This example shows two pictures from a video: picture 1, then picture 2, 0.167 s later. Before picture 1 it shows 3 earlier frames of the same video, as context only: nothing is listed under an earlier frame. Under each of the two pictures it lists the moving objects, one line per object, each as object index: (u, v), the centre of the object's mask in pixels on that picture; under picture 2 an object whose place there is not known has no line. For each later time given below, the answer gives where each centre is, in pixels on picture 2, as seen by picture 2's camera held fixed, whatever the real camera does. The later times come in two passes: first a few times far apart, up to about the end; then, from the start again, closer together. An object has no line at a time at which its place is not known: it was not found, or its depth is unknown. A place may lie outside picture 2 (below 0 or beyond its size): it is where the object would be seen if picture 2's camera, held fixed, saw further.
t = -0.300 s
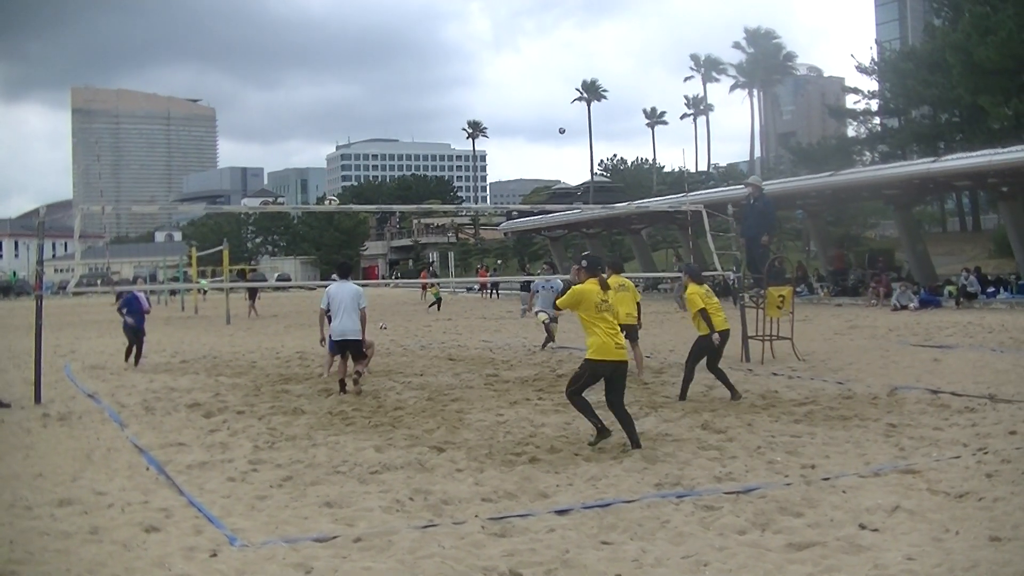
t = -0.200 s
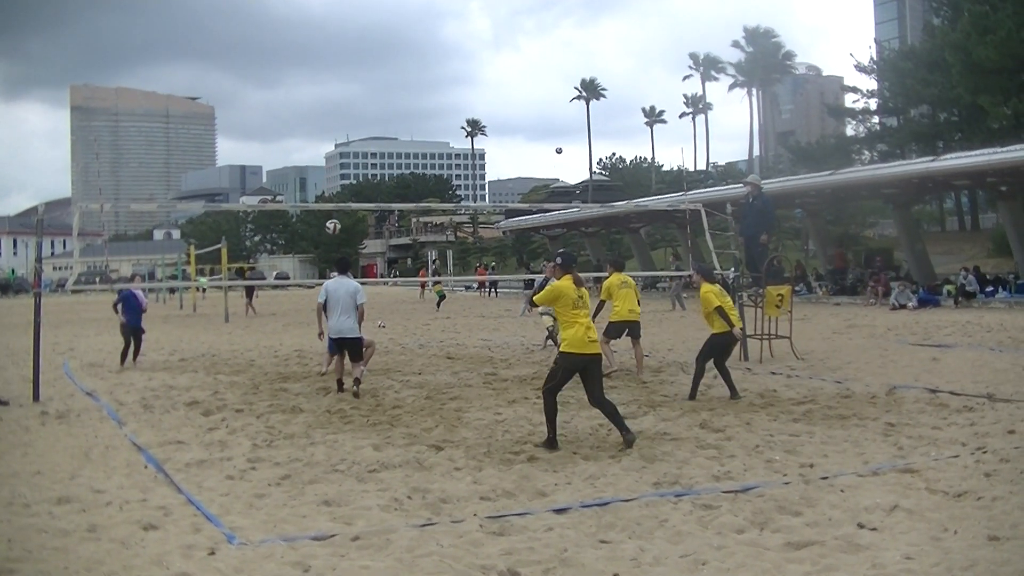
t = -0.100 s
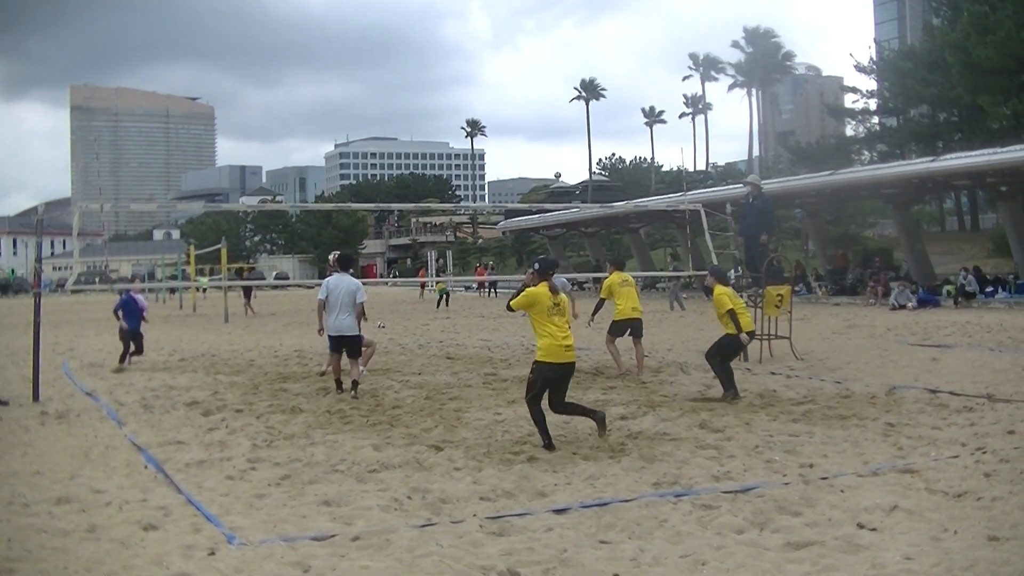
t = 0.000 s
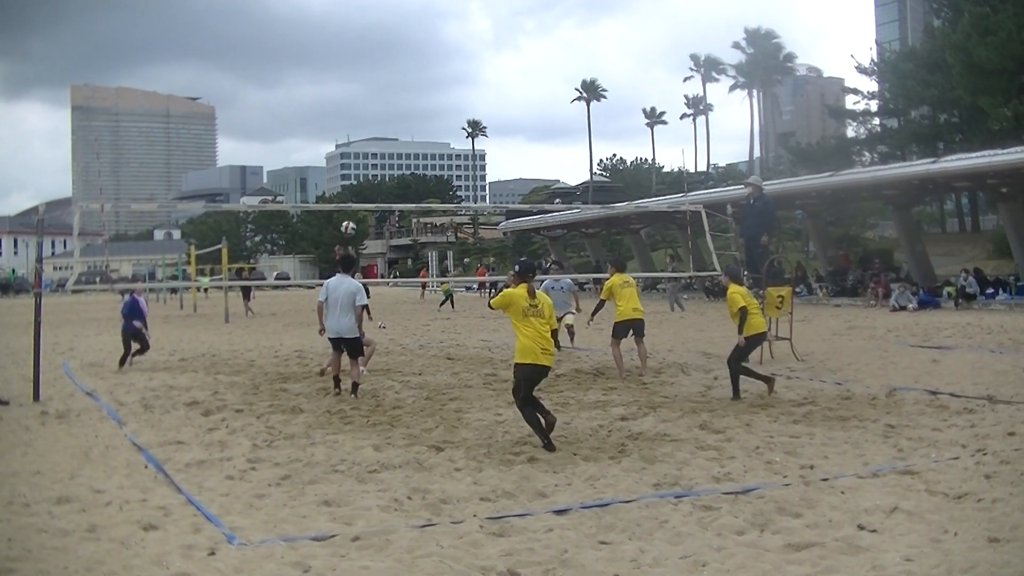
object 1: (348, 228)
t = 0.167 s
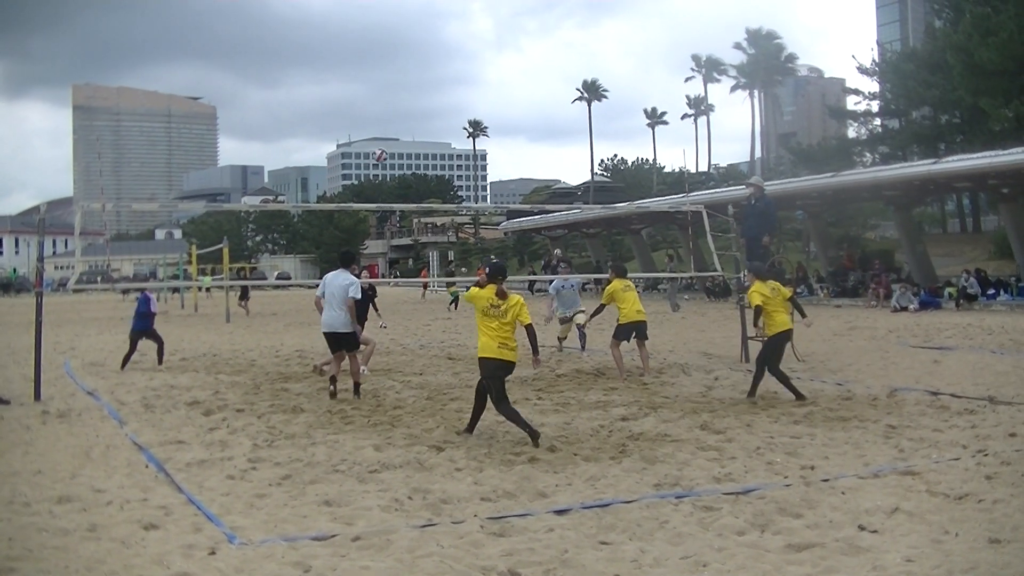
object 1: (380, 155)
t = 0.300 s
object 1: (406, 112)
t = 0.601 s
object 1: (462, 63)
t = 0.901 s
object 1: (517, 77)
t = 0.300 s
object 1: (406, 112)
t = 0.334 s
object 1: (412, 103)
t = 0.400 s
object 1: (424, 89)
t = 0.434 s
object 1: (431, 82)
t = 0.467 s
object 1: (437, 77)
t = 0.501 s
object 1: (443, 72)
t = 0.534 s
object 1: (449, 69)
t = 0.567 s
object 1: (455, 65)
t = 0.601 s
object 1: (462, 63)
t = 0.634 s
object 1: (468, 62)
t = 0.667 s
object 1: (474, 61)
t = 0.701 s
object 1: (480, 61)
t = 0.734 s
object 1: (486, 62)
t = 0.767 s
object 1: (492, 63)
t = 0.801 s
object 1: (498, 66)
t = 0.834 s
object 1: (504, 69)
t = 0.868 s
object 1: (510, 73)
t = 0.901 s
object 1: (517, 77)
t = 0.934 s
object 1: (523, 82)
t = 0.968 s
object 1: (529, 88)
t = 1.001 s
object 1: (535, 95)
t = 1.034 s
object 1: (541, 102)
